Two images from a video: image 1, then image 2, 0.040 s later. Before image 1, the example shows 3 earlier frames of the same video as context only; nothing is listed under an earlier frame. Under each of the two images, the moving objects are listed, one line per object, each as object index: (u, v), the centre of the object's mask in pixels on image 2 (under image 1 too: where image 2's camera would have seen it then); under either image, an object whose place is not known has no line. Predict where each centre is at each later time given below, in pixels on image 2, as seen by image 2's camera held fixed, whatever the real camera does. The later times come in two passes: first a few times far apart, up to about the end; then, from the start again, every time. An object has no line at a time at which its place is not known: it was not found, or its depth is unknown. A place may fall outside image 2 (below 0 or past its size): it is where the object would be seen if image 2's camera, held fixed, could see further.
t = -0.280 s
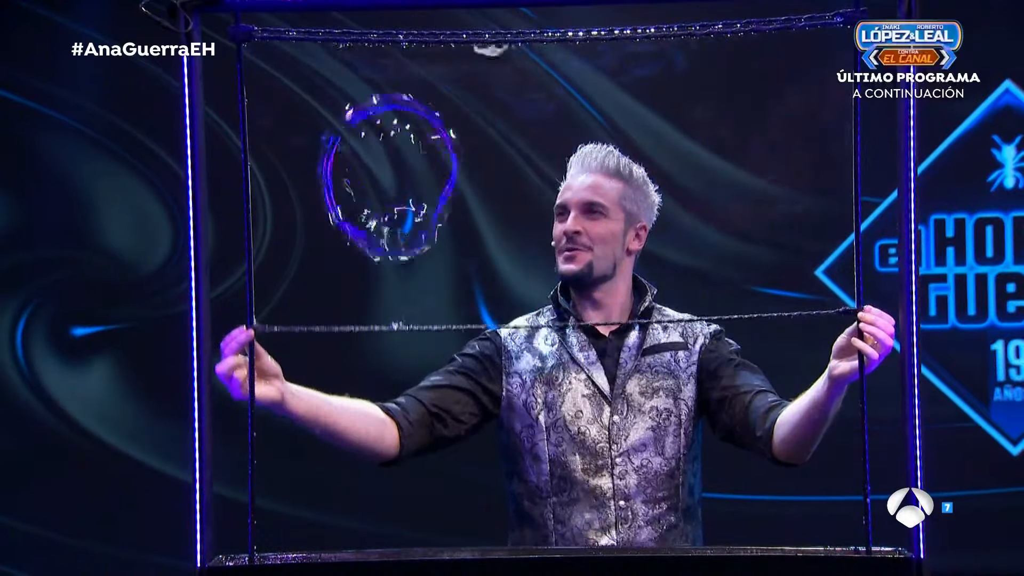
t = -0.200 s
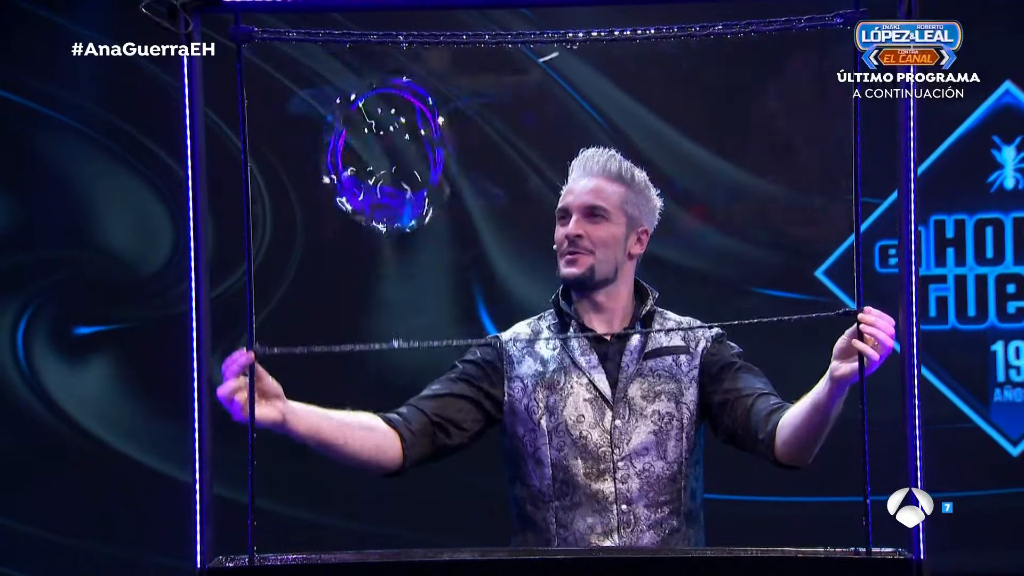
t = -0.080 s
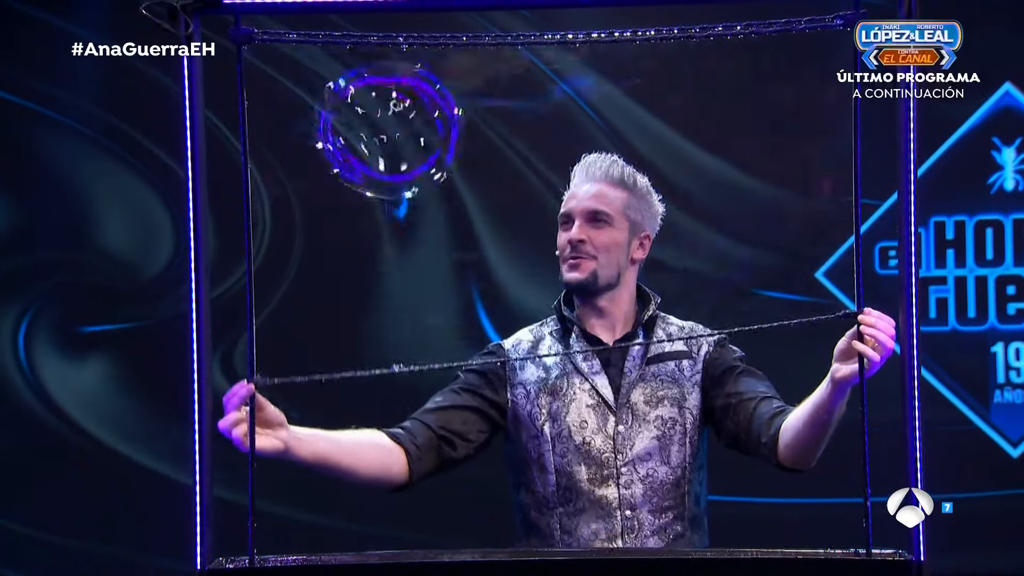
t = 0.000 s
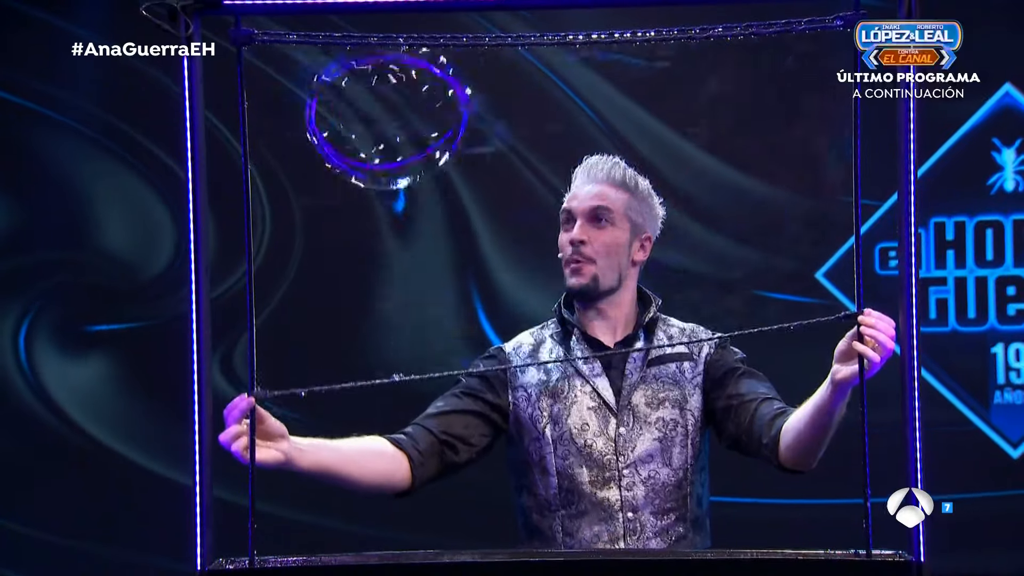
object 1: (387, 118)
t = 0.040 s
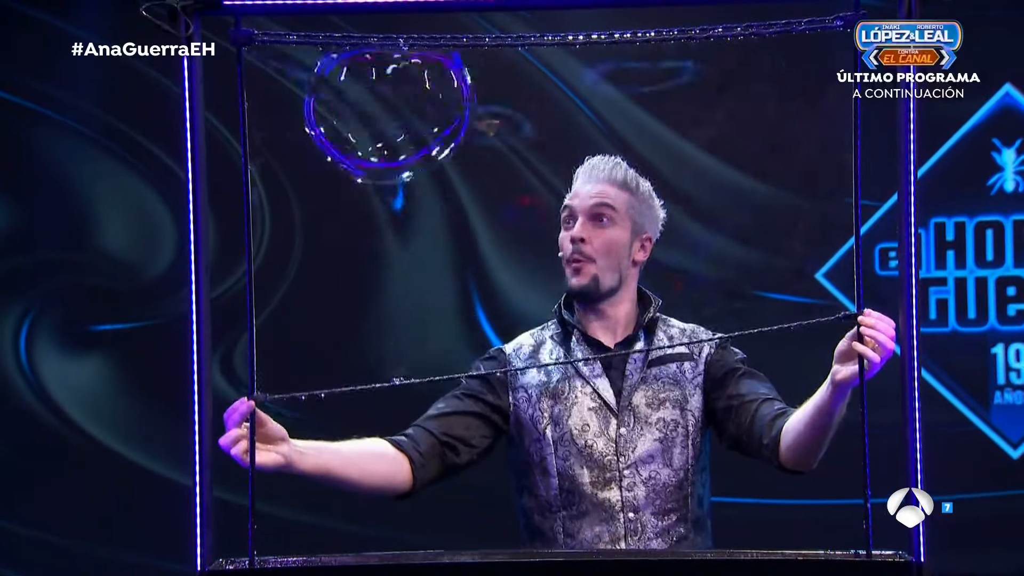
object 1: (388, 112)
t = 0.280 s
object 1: (390, 106)
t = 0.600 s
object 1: (389, 138)
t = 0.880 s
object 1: (387, 180)
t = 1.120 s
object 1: (386, 220)
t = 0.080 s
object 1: (388, 110)
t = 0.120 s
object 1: (386, 107)
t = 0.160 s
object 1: (387, 104)
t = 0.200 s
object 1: (388, 102)
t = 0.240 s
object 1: (388, 104)
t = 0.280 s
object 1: (390, 106)
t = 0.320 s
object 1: (390, 109)
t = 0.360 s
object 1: (388, 110)
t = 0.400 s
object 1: (388, 113)
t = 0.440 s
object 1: (389, 119)
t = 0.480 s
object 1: (389, 124)
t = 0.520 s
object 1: (389, 132)
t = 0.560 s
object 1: (389, 136)
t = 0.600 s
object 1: (389, 138)
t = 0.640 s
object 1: (389, 143)
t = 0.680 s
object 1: (390, 149)
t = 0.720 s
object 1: (389, 157)
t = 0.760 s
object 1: (388, 163)
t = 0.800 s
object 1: (387, 170)
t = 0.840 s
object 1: (386, 175)
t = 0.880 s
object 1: (387, 180)
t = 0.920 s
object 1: (386, 186)
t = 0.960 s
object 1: (385, 194)
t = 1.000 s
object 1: (385, 200)
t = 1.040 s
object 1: (385, 206)
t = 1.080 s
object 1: (386, 211)
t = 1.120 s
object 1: (386, 220)
